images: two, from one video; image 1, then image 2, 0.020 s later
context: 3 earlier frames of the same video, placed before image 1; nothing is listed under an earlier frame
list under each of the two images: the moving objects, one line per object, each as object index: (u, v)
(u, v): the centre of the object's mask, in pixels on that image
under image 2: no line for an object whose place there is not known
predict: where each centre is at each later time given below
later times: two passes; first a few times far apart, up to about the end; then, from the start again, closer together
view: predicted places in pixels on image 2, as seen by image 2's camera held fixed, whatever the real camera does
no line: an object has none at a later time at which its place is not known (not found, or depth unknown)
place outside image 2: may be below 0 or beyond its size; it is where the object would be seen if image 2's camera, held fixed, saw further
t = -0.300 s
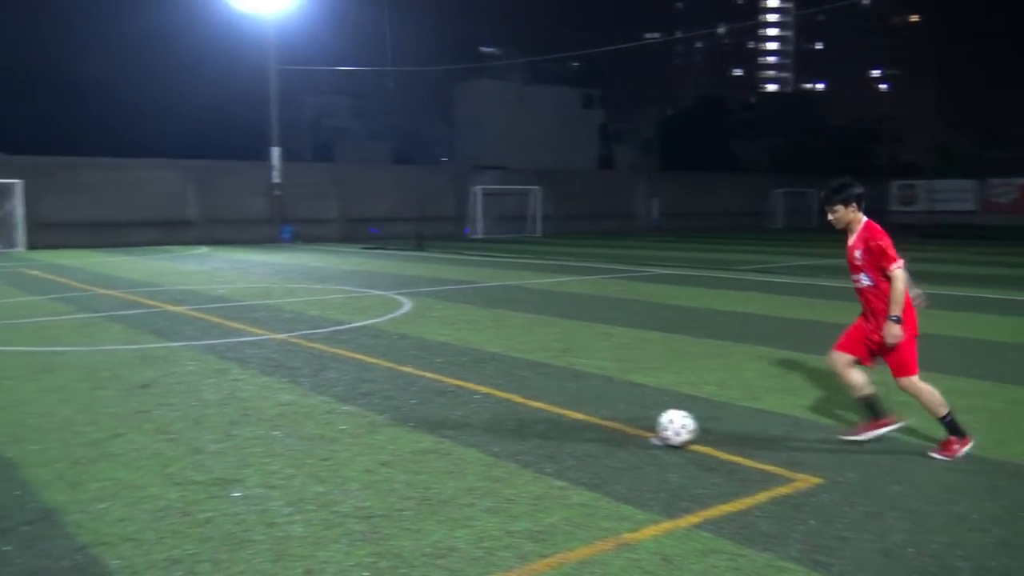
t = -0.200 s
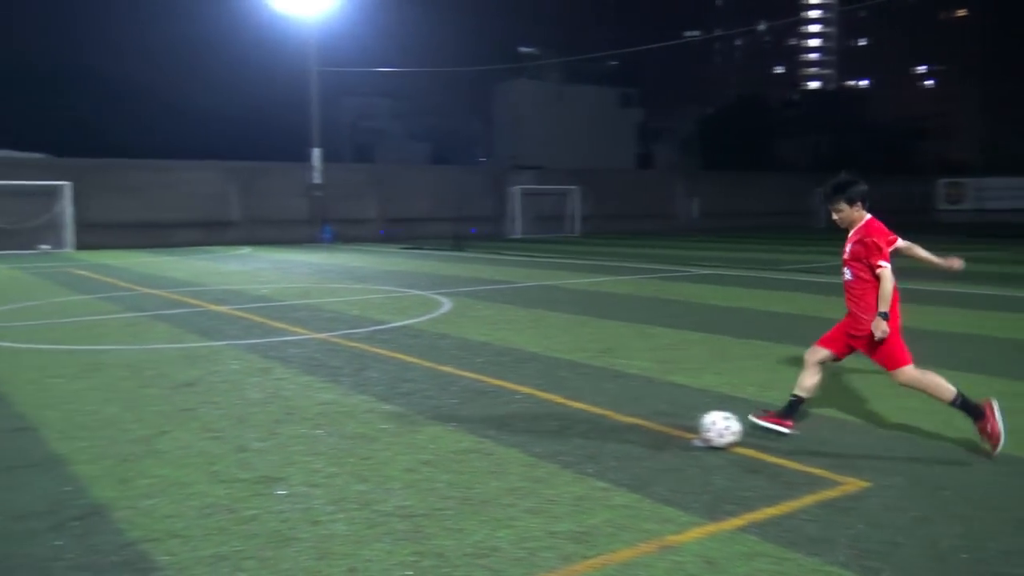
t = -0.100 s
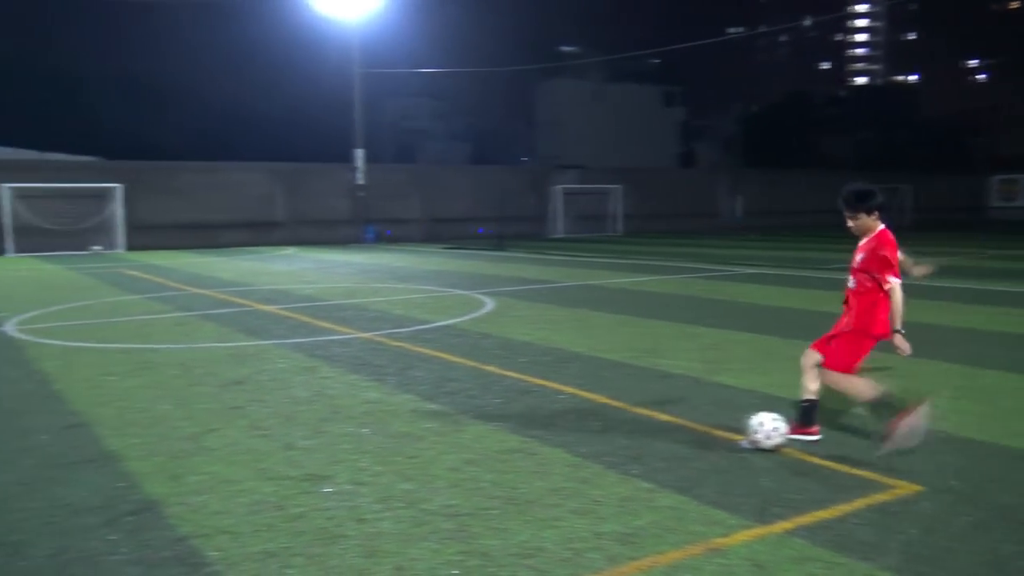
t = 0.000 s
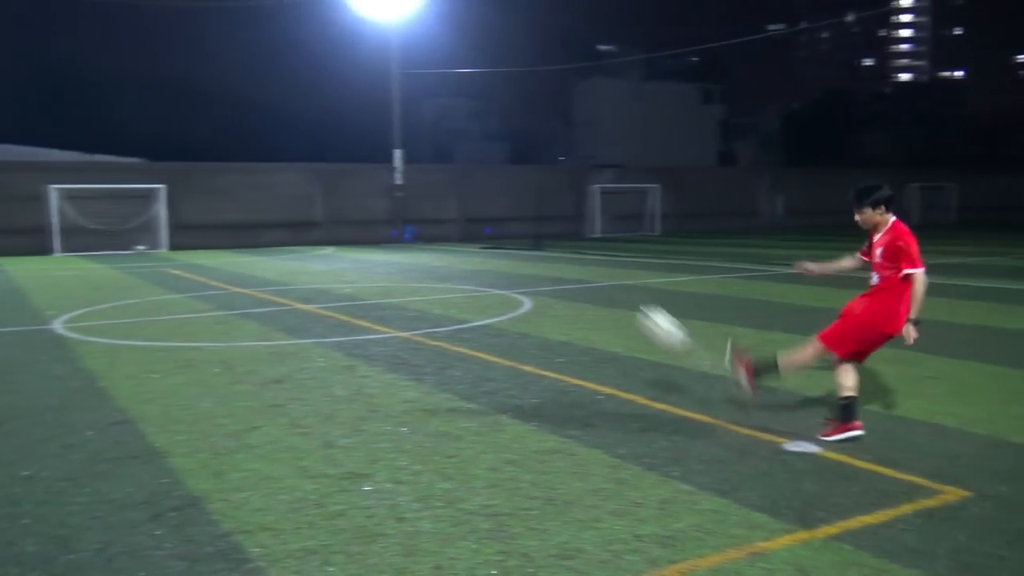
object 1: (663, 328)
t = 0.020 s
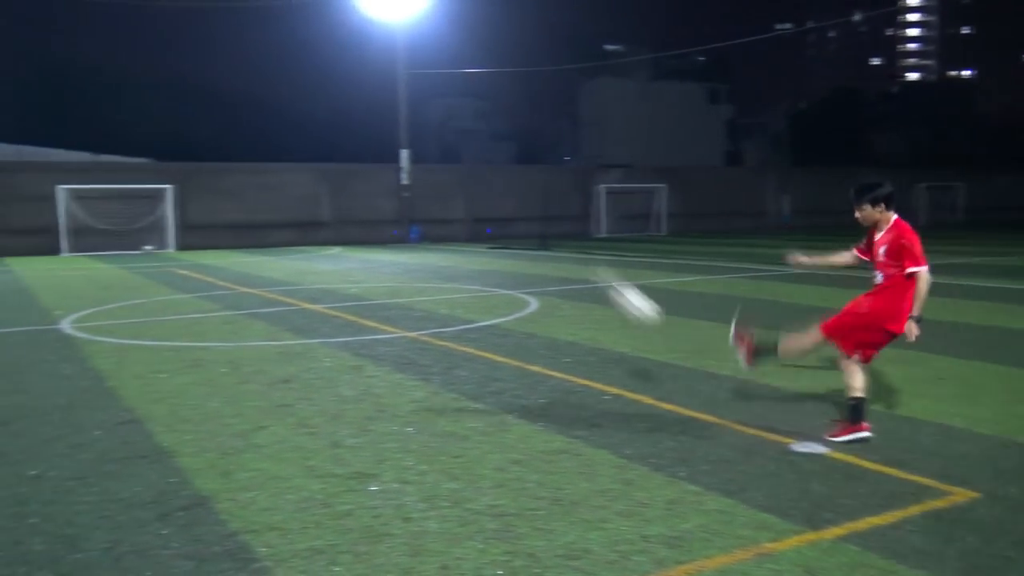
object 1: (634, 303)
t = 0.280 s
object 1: (310, 110)
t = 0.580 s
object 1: (158, 47)
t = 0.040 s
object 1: (593, 274)
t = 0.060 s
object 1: (560, 252)
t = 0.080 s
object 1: (522, 229)
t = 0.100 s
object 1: (497, 214)
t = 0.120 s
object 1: (471, 199)
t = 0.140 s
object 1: (443, 181)
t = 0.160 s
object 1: (420, 169)
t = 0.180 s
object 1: (396, 155)
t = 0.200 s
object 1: (377, 145)
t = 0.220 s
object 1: (357, 134)
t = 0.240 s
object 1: (340, 125)
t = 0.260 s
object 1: (325, 118)
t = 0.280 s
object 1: (310, 110)
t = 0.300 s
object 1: (295, 103)
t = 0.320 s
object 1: (281, 96)
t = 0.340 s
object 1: (269, 90)
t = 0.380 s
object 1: (245, 81)
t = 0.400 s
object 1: (235, 77)
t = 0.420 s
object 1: (225, 72)
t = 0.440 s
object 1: (215, 69)
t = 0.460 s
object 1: (206, 66)
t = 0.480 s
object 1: (198, 64)
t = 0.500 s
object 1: (189, 62)
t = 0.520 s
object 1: (180, 59)
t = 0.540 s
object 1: (171, 55)
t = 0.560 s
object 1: (165, 52)
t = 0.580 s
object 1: (158, 47)
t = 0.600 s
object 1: (149, 42)
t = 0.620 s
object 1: (143, 39)
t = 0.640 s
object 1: (136, 34)
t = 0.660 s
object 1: (129, 30)
